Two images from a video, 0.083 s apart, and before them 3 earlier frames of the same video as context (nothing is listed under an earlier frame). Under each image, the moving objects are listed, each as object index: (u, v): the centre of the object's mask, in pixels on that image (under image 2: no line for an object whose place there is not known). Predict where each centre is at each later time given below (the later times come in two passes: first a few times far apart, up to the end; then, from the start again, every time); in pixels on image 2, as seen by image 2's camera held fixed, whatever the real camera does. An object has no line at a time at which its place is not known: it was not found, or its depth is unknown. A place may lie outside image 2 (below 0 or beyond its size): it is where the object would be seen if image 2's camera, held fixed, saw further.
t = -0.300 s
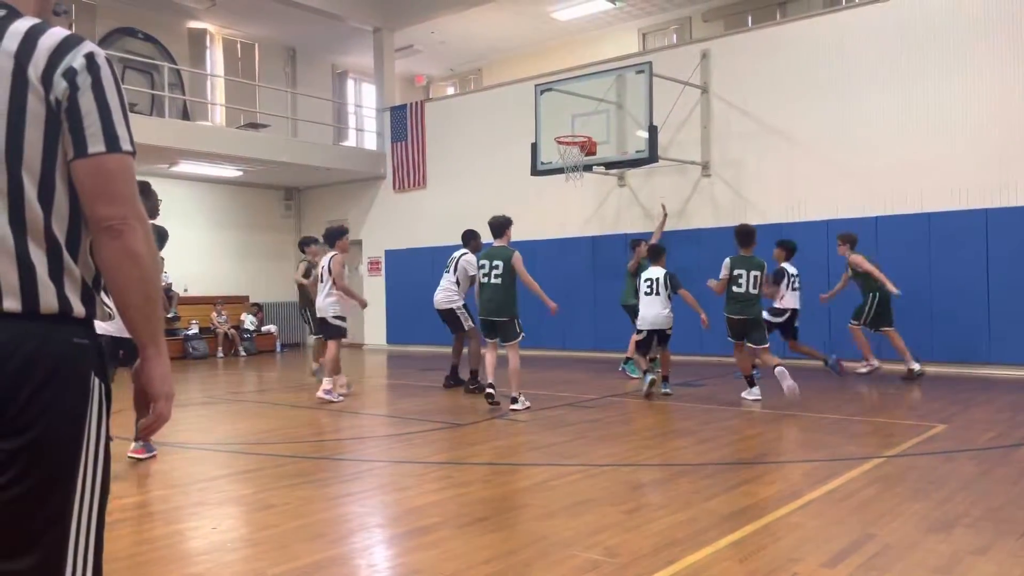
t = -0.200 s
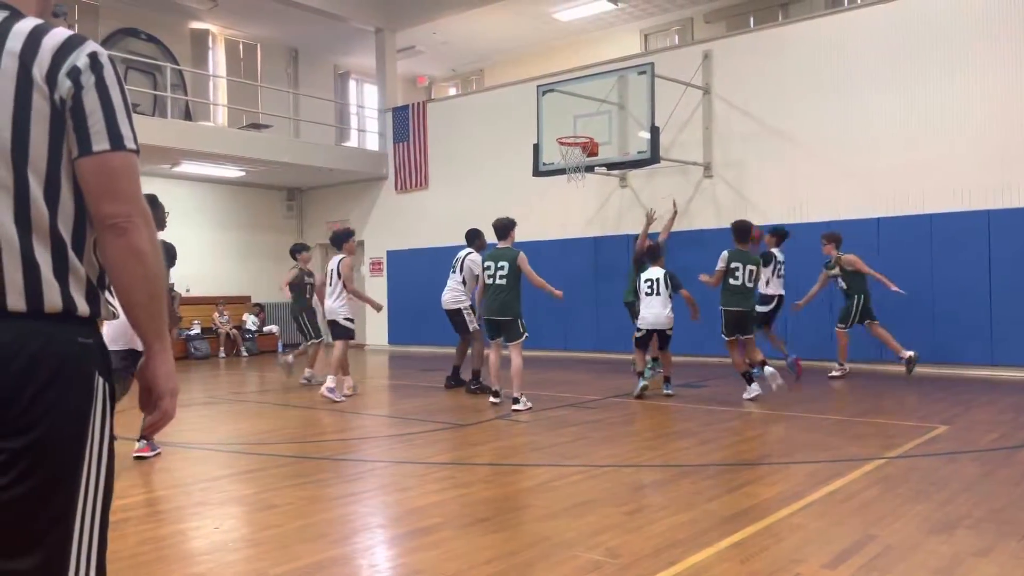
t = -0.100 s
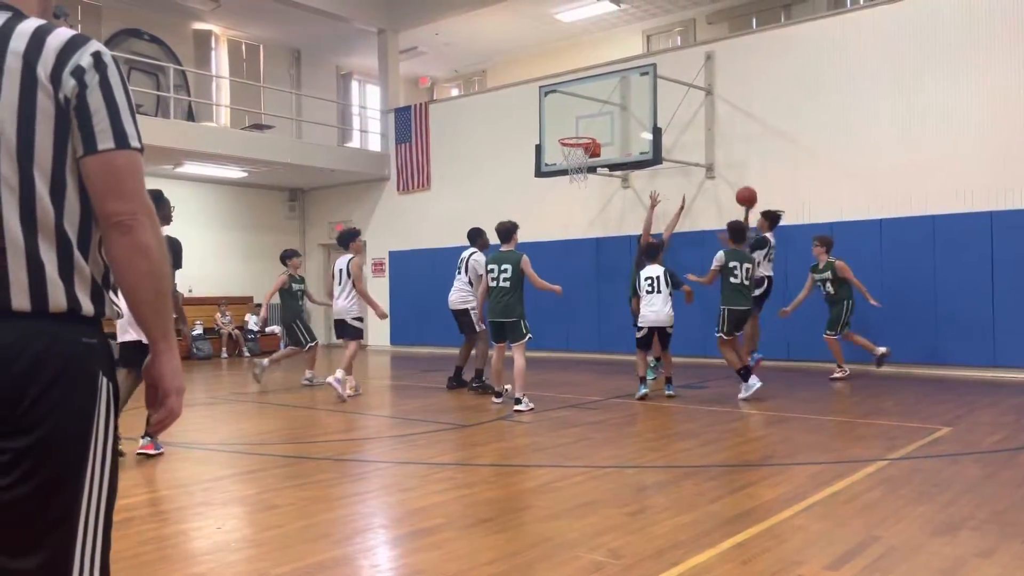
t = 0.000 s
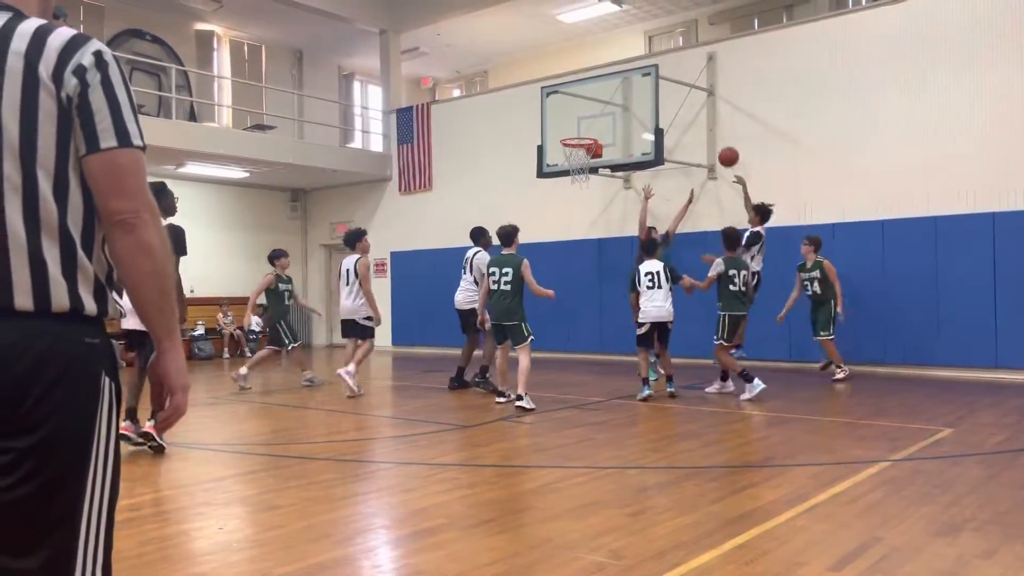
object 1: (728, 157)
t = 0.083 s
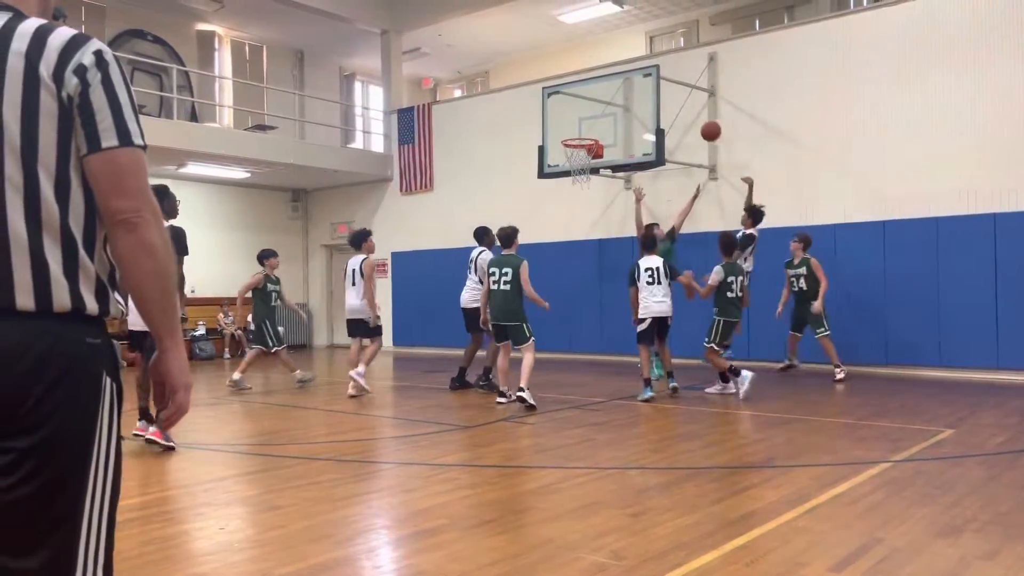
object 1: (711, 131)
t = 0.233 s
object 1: (679, 99)
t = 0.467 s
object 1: (632, 85)
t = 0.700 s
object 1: (588, 115)
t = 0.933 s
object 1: (587, 157)
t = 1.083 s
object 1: (595, 167)
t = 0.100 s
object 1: (707, 126)
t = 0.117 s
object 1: (704, 122)
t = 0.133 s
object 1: (700, 118)
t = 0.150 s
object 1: (696, 114)
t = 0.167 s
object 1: (693, 111)
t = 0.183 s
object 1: (689, 107)
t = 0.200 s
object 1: (685, 104)
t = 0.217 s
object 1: (682, 101)
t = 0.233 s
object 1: (679, 99)
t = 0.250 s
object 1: (675, 97)
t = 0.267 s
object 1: (671, 94)
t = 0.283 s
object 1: (669, 92)
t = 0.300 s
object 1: (665, 90)
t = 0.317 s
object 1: (661, 89)
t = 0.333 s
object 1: (658, 88)
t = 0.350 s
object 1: (655, 87)
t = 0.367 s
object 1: (651, 86)
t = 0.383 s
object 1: (648, 85)
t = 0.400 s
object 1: (645, 85)
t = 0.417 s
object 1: (641, 85)
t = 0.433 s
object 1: (639, 85)
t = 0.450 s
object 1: (635, 85)
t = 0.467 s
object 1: (632, 85)
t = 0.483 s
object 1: (629, 86)
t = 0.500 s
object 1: (625, 87)
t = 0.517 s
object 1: (622, 88)
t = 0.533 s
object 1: (619, 90)
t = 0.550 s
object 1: (616, 91)
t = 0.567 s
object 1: (613, 93)
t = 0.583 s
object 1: (609, 95)
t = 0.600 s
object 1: (606, 97)
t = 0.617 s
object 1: (603, 100)
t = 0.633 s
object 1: (600, 102)
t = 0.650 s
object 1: (597, 105)
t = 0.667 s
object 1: (594, 108)
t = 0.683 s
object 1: (591, 111)
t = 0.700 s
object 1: (588, 115)
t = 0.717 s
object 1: (585, 118)
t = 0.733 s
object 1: (582, 122)
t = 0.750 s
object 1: (579, 126)
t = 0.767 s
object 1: (576, 130)
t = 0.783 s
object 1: (573, 133)
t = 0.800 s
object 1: (571, 139)
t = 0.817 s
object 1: (573, 141)
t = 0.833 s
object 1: (575, 143)
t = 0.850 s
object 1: (575, 146)
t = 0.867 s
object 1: (579, 148)
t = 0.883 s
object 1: (583, 153)
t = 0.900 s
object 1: (584, 155)
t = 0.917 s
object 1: (584, 157)
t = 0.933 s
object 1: (587, 157)
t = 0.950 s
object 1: (589, 159)
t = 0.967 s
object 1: (591, 158)
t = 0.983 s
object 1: (591, 158)
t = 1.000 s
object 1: (591, 158)
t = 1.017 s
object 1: (593, 157)
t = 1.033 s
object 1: (592, 161)
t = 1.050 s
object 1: (593, 161)
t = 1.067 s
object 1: (594, 165)
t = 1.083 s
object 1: (595, 167)
